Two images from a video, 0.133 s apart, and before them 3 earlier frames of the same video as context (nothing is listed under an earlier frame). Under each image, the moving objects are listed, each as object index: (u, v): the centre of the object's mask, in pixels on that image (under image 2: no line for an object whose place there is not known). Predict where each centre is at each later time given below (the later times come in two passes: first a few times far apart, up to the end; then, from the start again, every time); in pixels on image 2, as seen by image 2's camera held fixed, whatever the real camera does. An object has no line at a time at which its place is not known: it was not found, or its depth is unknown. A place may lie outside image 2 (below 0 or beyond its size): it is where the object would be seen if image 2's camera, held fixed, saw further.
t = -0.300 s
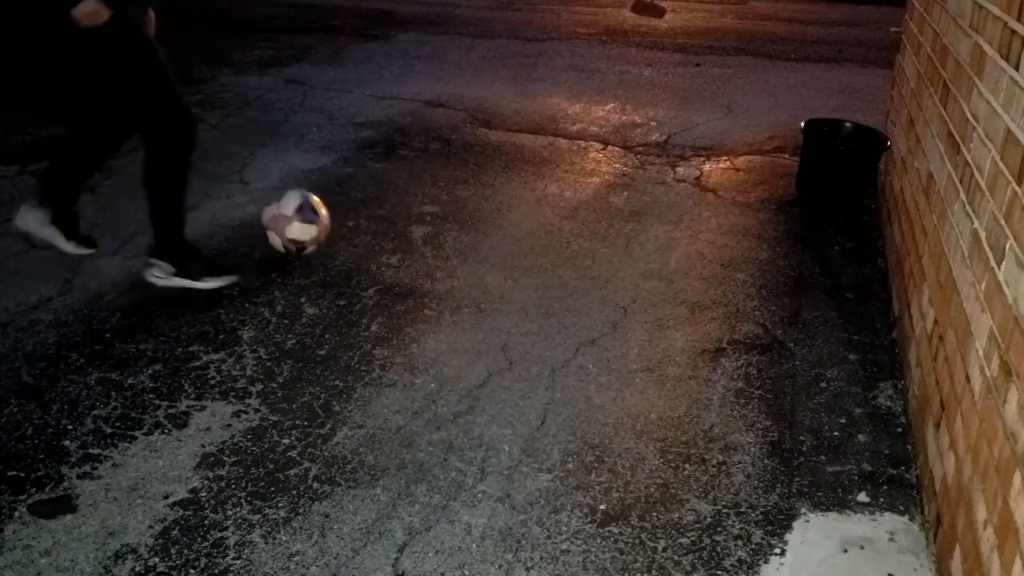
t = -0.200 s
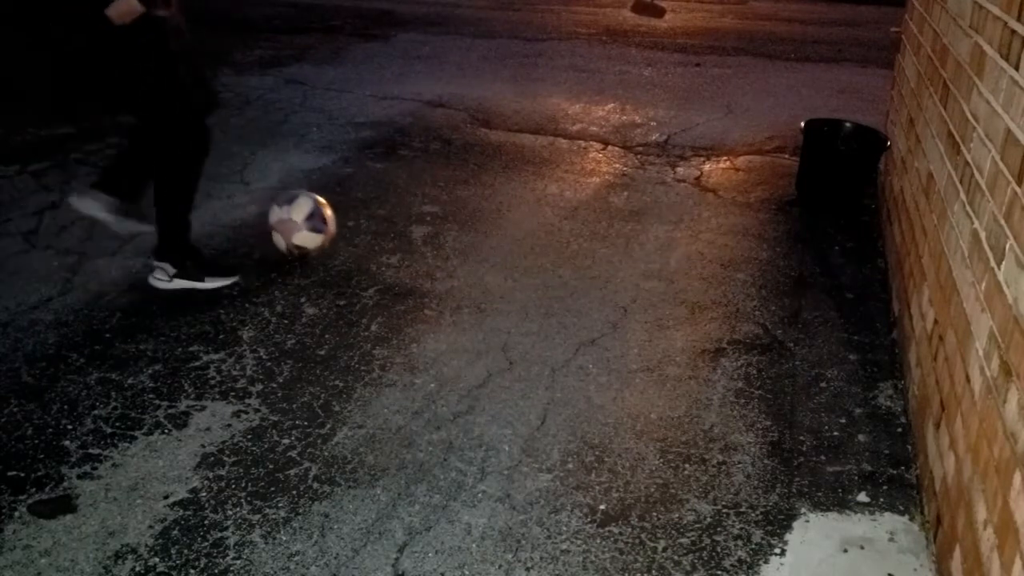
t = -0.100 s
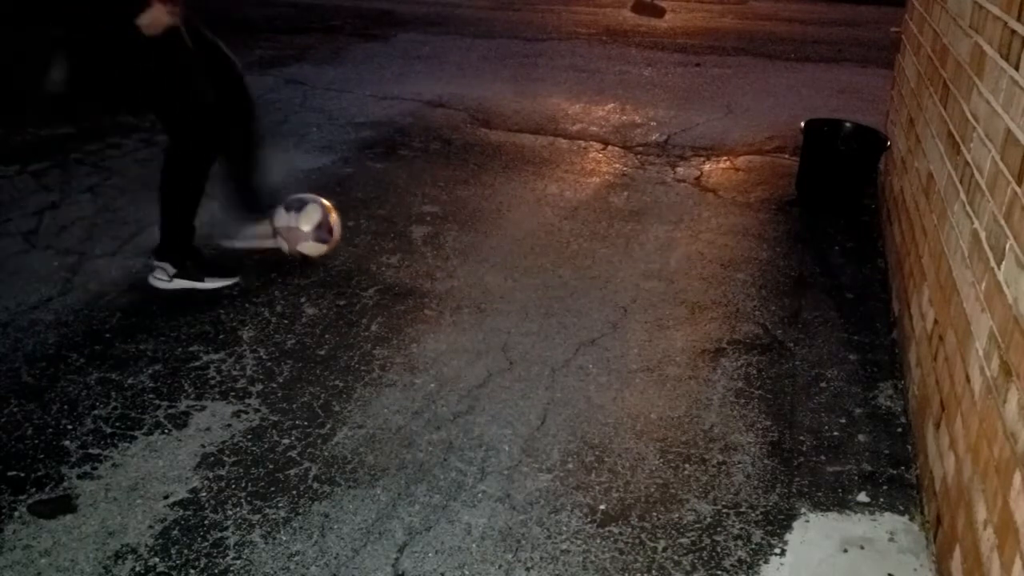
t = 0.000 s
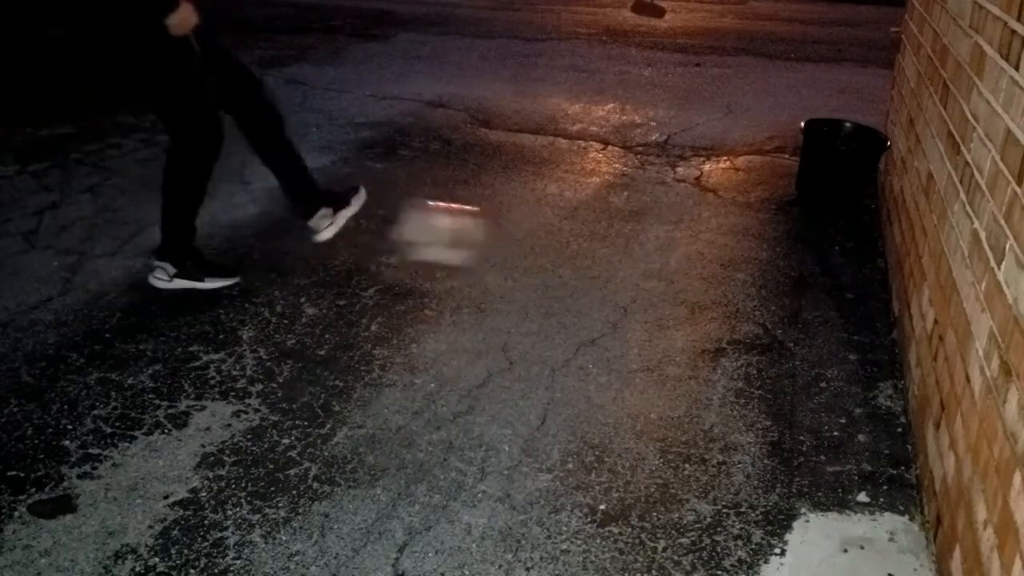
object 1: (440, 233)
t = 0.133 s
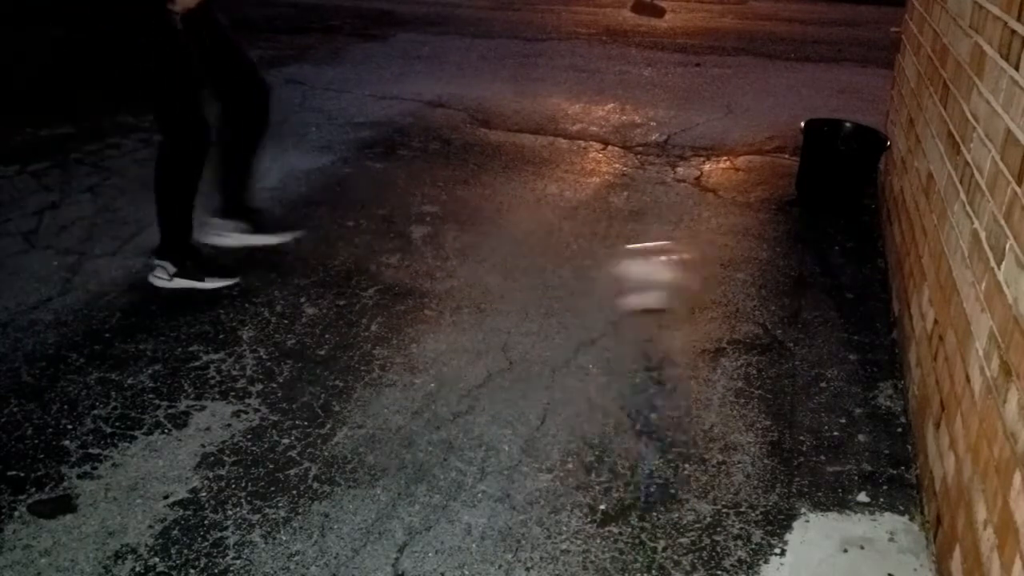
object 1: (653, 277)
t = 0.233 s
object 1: (786, 282)
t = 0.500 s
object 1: (668, 278)
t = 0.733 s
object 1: (514, 269)
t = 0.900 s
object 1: (417, 253)
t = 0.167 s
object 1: (694, 276)
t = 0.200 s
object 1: (739, 276)
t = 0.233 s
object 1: (786, 282)
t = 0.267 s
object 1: (834, 292)
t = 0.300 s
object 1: (857, 298)
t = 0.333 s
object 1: (824, 295)
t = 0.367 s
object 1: (784, 294)
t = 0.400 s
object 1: (750, 293)
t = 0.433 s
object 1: (719, 283)
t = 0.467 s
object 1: (695, 281)
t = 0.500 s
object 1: (668, 278)
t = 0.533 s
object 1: (642, 280)
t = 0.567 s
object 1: (613, 281)
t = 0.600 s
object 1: (595, 276)
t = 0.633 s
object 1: (576, 270)
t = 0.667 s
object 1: (554, 267)
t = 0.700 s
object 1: (533, 266)
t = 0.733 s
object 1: (514, 269)
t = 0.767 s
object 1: (494, 263)
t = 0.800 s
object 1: (473, 259)
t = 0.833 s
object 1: (453, 260)
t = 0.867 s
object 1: (435, 259)
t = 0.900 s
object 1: (417, 253)
